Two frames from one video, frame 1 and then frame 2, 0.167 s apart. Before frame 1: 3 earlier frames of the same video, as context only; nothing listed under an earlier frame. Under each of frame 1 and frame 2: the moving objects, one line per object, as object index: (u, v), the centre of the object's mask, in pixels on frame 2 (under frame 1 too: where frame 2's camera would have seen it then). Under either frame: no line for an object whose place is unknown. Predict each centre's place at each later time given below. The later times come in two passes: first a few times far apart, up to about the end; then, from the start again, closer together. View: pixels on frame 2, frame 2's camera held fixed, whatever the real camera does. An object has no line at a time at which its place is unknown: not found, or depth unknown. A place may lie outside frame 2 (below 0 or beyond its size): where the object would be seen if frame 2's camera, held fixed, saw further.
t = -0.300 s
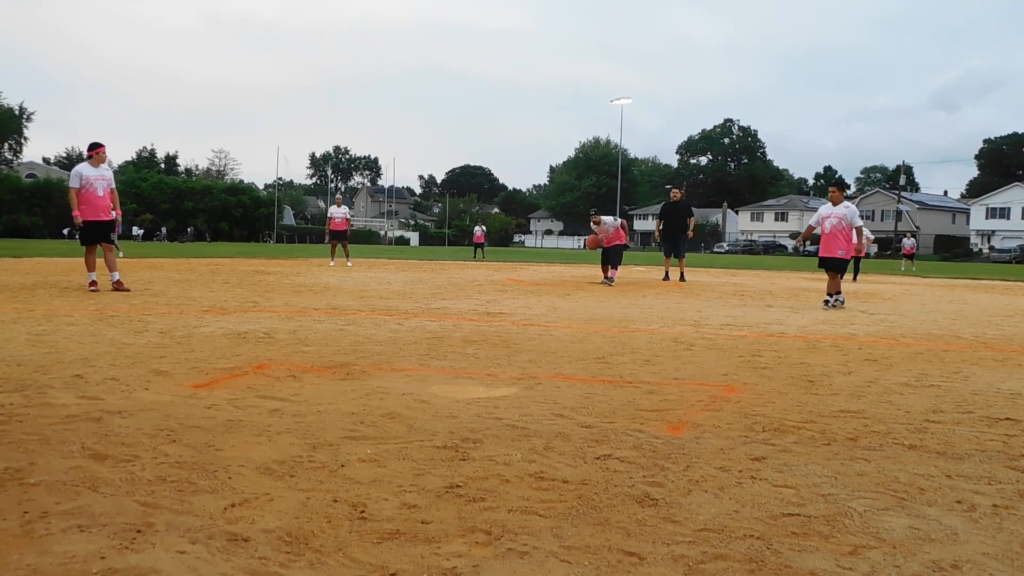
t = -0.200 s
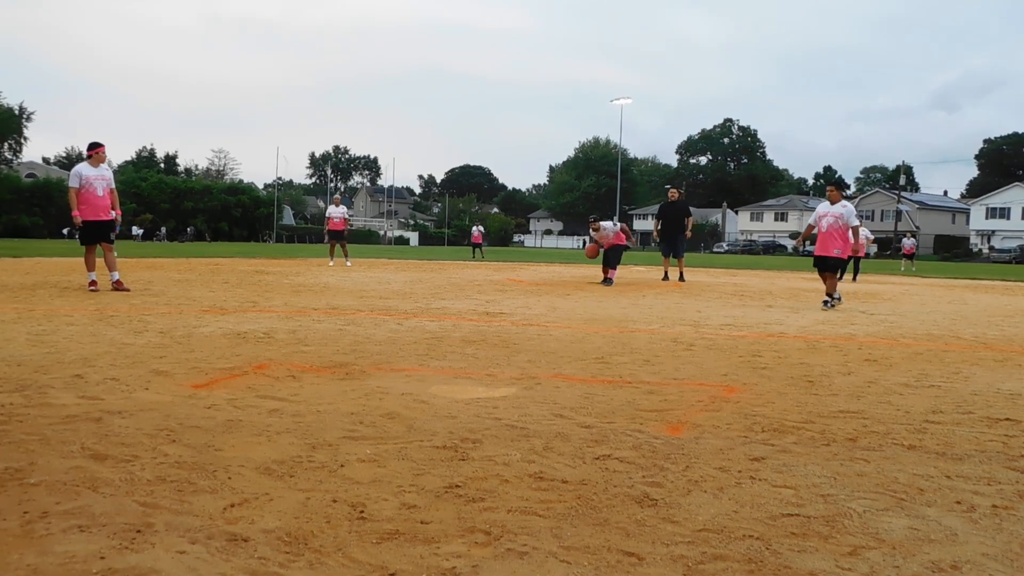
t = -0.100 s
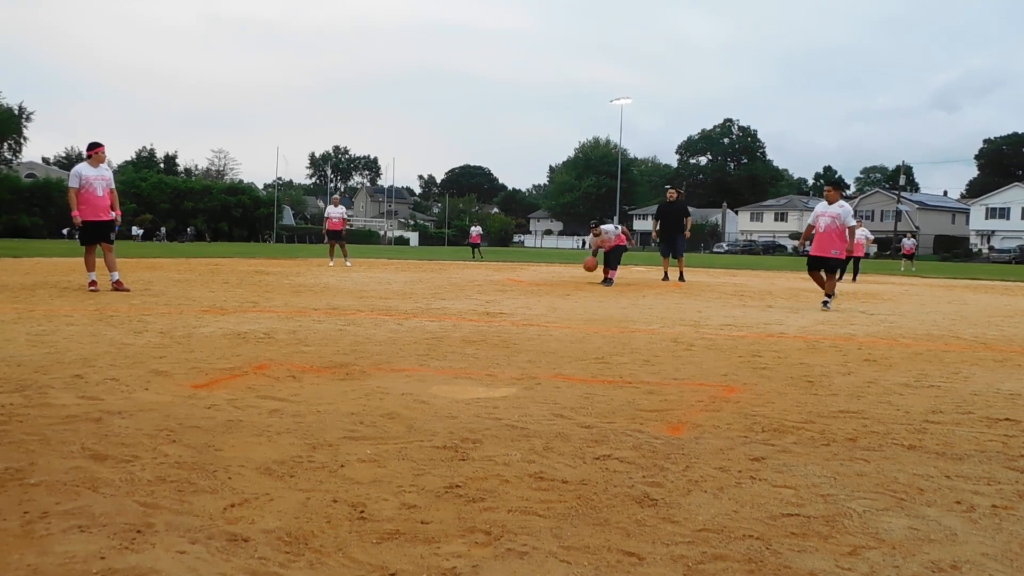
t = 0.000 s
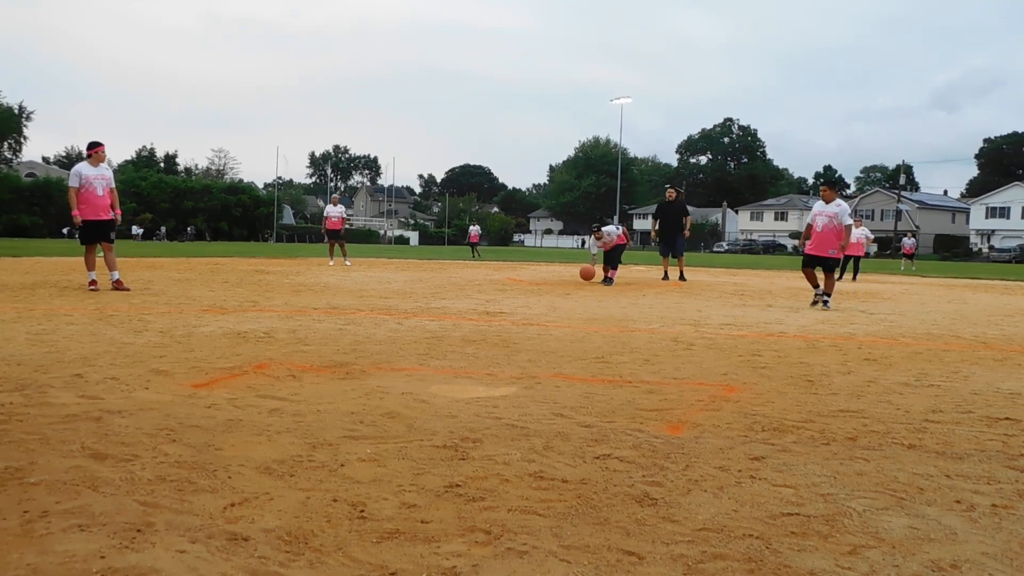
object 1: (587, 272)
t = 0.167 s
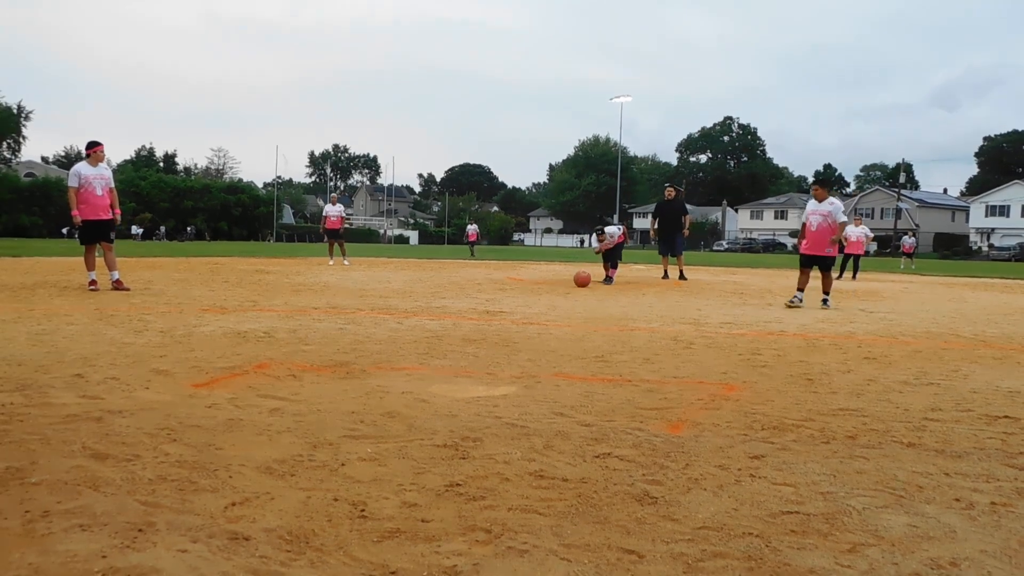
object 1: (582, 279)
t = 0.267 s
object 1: (579, 279)
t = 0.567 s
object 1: (568, 288)
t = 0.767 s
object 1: (560, 292)
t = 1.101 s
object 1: (545, 301)
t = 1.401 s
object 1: (524, 313)
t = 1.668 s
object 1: (501, 320)
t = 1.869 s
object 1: (476, 332)
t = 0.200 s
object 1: (581, 278)
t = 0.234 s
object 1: (580, 278)
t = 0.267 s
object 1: (579, 279)
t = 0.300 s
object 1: (577, 282)
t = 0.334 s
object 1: (576, 283)
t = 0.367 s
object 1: (575, 282)
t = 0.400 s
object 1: (574, 283)
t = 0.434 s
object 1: (573, 285)
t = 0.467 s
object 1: (571, 286)
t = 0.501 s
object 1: (570, 285)
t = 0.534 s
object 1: (569, 286)
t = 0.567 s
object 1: (568, 288)
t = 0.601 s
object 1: (566, 289)
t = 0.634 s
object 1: (565, 287)
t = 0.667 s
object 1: (564, 287)
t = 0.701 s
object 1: (563, 287)
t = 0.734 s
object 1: (561, 290)
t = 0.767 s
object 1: (560, 292)
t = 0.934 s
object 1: (553, 297)
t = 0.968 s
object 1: (552, 295)
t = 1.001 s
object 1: (550, 297)
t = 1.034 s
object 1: (548, 300)
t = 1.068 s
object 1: (546, 302)
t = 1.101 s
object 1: (545, 301)
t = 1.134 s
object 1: (543, 299)
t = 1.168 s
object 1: (541, 299)
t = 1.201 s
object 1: (539, 302)
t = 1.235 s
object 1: (536, 305)
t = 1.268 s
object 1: (534, 309)
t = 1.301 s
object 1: (532, 309)
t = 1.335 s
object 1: (529, 308)
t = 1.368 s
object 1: (527, 310)
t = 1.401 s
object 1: (524, 313)
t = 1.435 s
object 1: (522, 316)
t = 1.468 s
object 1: (519, 320)
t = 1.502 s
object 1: (516, 323)
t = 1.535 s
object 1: (513, 325)
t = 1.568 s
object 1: (510, 325)
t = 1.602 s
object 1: (507, 322)
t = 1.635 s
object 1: (504, 320)
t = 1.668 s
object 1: (501, 320)
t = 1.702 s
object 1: (497, 322)
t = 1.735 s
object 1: (493, 327)
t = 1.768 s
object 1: (489, 333)
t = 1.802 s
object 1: (484, 336)
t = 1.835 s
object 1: (481, 333)
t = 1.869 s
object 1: (476, 332)
